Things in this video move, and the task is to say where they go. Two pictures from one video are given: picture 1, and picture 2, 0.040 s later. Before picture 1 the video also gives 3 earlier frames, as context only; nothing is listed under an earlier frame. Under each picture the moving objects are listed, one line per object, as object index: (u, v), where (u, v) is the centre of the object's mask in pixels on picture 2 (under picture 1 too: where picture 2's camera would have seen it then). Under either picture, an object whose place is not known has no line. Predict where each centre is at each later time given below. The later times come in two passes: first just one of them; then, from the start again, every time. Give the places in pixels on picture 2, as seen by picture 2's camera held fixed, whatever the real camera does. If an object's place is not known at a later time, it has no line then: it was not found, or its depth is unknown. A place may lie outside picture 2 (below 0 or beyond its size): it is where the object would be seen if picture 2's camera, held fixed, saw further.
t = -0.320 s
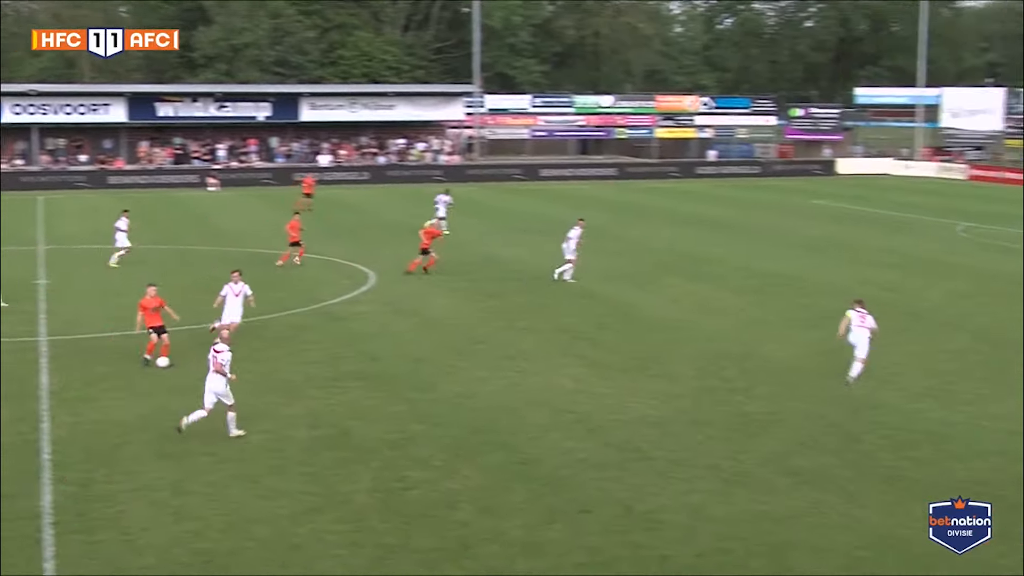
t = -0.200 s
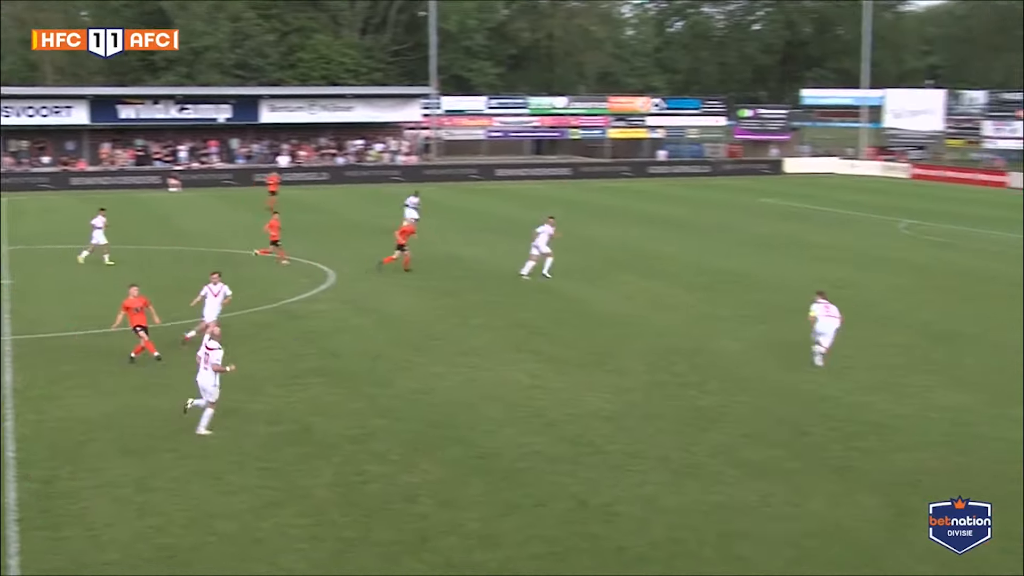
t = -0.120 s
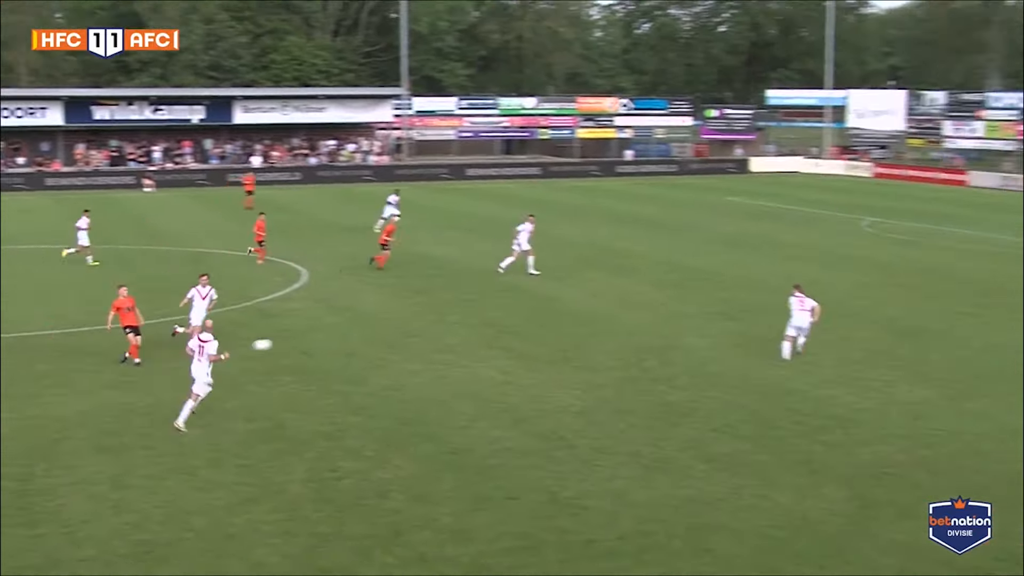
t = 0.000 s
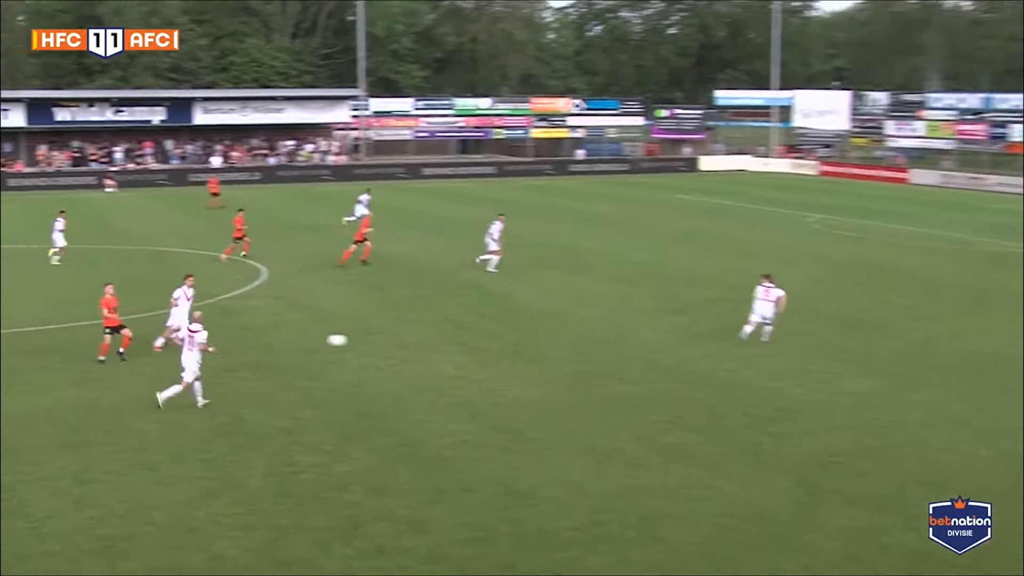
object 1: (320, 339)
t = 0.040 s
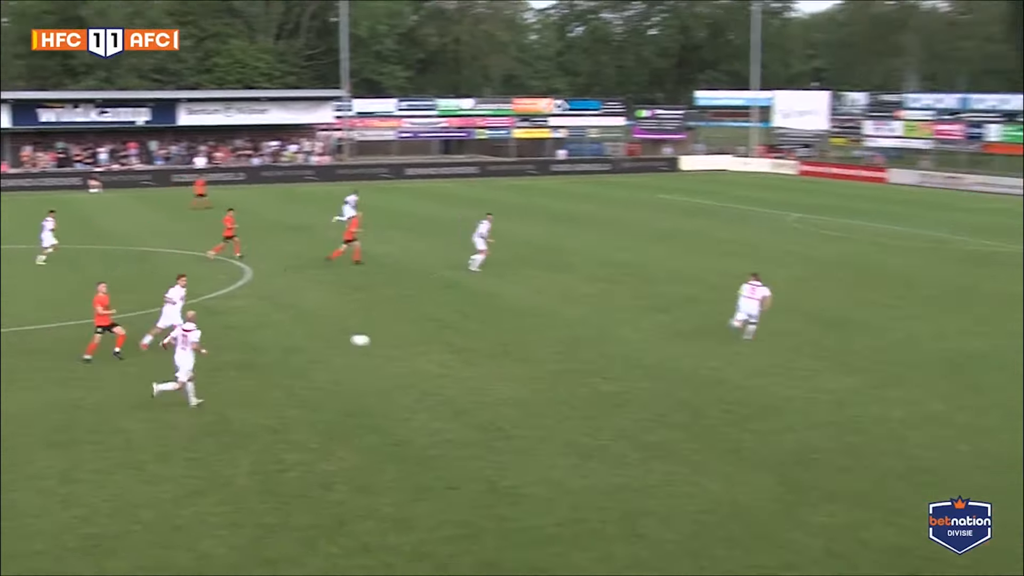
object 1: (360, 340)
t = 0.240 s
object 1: (562, 357)
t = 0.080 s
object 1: (400, 341)
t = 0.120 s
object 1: (440, 344)
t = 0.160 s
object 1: (481, 348)
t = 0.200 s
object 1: (521, 352)
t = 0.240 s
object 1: (562, 357)
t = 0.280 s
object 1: (604, 363)
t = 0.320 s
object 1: (646, 370)
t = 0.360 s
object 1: (689, 379)
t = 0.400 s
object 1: (732, 388)
